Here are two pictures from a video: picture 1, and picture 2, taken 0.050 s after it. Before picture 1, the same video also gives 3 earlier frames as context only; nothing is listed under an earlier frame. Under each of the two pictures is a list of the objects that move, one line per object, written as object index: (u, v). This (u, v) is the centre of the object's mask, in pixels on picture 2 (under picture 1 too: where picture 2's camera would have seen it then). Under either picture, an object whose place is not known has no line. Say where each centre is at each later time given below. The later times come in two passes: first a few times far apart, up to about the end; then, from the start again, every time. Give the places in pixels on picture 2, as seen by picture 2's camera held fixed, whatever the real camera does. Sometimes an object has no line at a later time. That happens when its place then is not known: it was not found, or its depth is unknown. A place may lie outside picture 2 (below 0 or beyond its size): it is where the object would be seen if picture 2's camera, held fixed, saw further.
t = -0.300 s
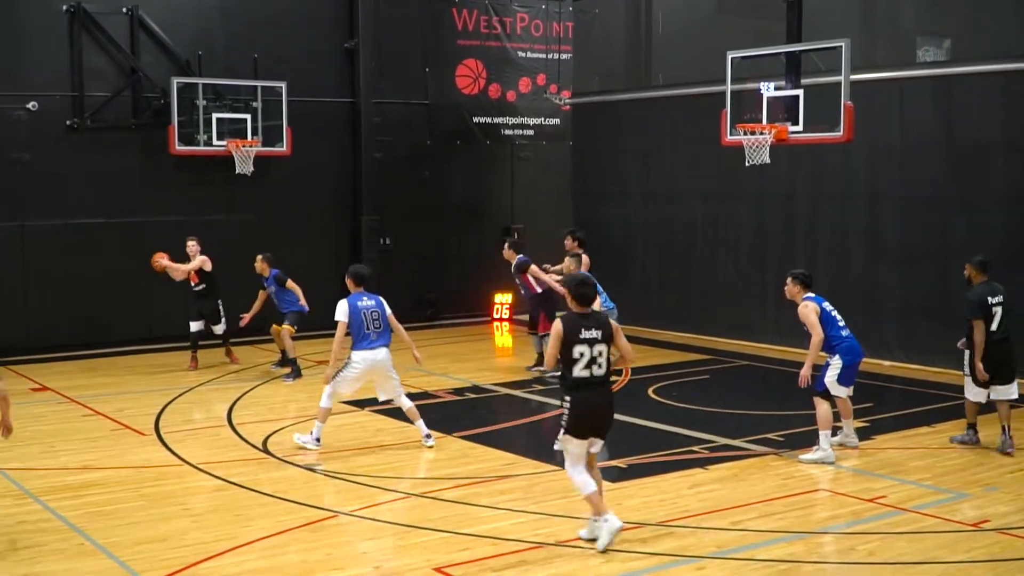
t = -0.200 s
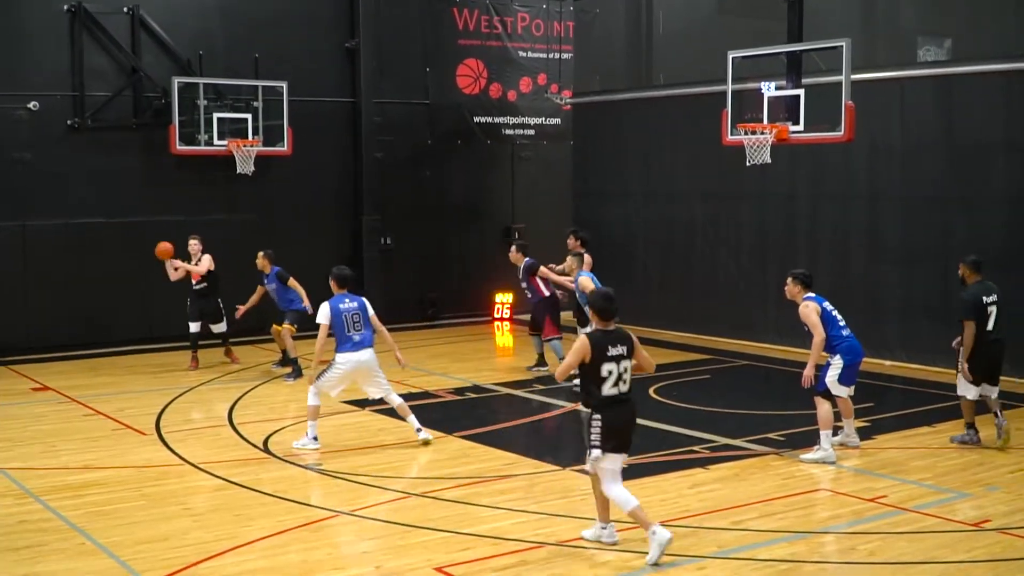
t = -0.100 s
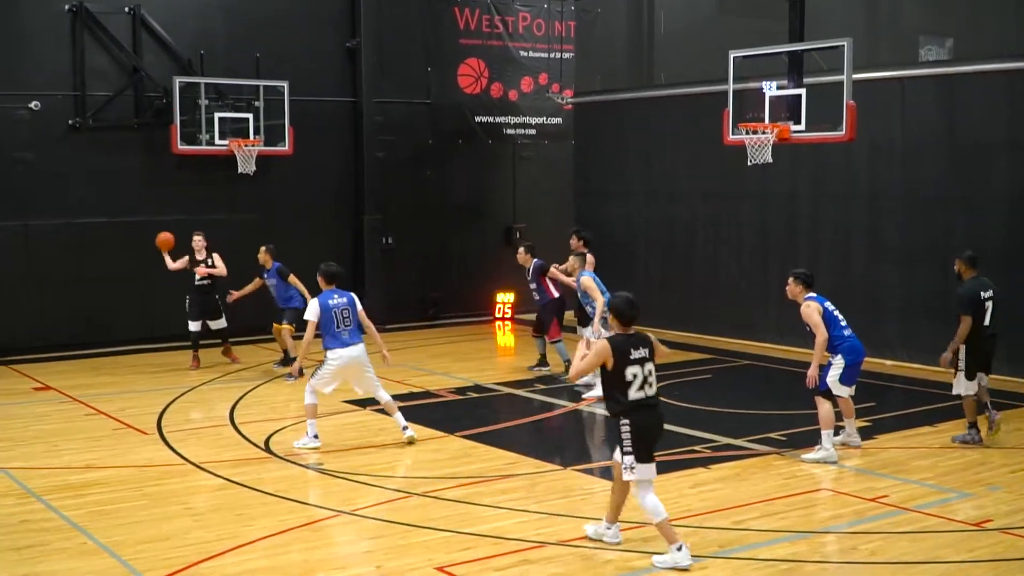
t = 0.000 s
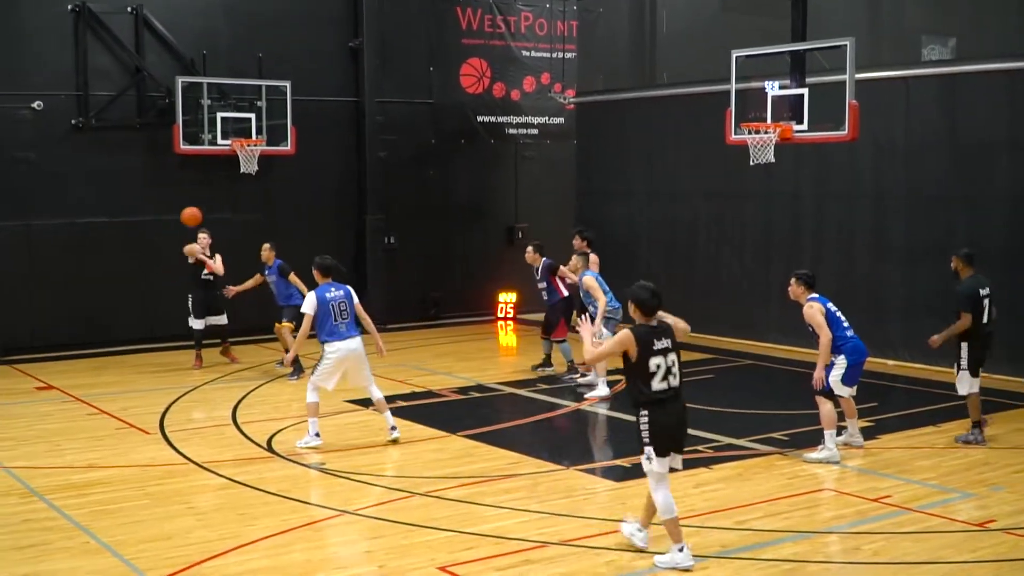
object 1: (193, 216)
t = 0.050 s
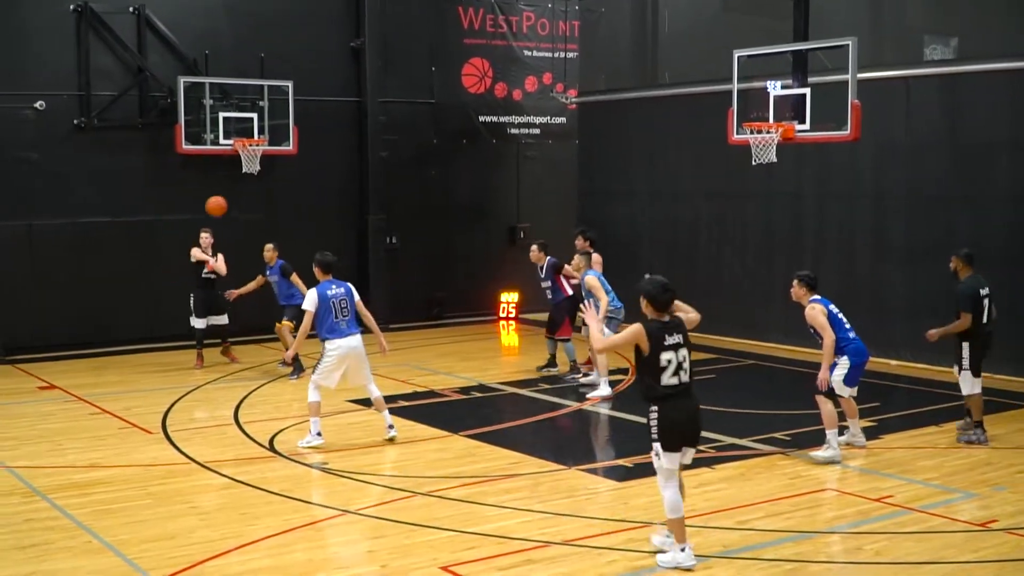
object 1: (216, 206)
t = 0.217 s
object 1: (303, 180)
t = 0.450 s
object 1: (459, 177)
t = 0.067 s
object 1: (224, 202)
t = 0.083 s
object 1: (232, 200)
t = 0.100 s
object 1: (240, 196)
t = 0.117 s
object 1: (249, 194)
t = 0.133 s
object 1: (257, 191)
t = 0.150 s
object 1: (266, 188)
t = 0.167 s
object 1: (275, 186)
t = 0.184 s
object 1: (284, 184)
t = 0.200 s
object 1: (293, 182)
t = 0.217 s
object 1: (303, 180)
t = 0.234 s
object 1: (312, 178)
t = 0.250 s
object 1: (322, 177)
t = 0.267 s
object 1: (333, 176)
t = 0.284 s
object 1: (343, 175)
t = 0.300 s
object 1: (353, 174)
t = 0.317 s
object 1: (364, 173)
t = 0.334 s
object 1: (375, 173)
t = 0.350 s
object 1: (386, 173)
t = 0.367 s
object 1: (398, 173)
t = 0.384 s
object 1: (410, 173)
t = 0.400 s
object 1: (422, 174)
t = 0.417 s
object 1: (434, 174)
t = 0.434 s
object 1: (447, 176)
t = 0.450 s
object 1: (459, 177)
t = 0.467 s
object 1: (472, 179)
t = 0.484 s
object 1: (486, 181)
